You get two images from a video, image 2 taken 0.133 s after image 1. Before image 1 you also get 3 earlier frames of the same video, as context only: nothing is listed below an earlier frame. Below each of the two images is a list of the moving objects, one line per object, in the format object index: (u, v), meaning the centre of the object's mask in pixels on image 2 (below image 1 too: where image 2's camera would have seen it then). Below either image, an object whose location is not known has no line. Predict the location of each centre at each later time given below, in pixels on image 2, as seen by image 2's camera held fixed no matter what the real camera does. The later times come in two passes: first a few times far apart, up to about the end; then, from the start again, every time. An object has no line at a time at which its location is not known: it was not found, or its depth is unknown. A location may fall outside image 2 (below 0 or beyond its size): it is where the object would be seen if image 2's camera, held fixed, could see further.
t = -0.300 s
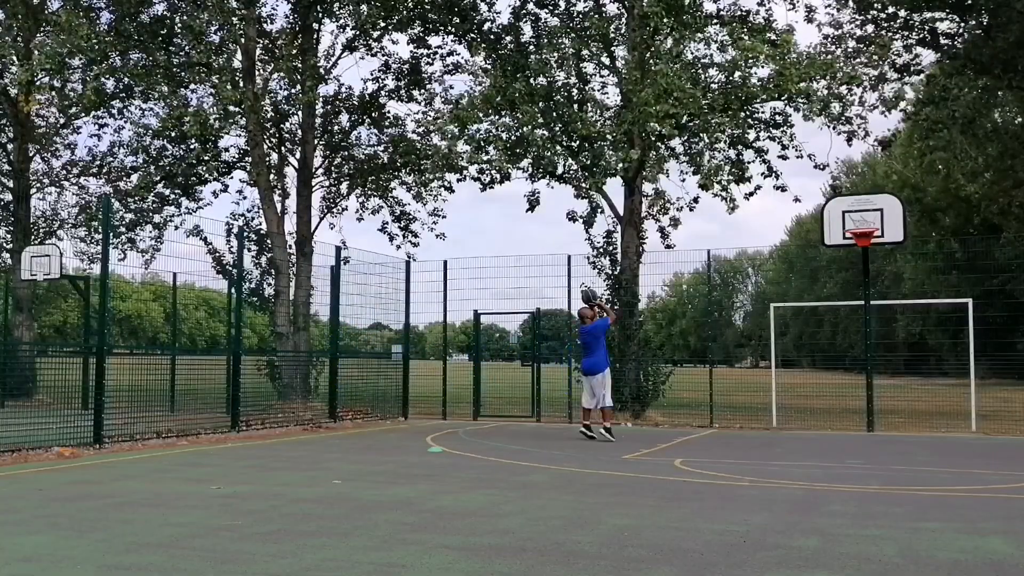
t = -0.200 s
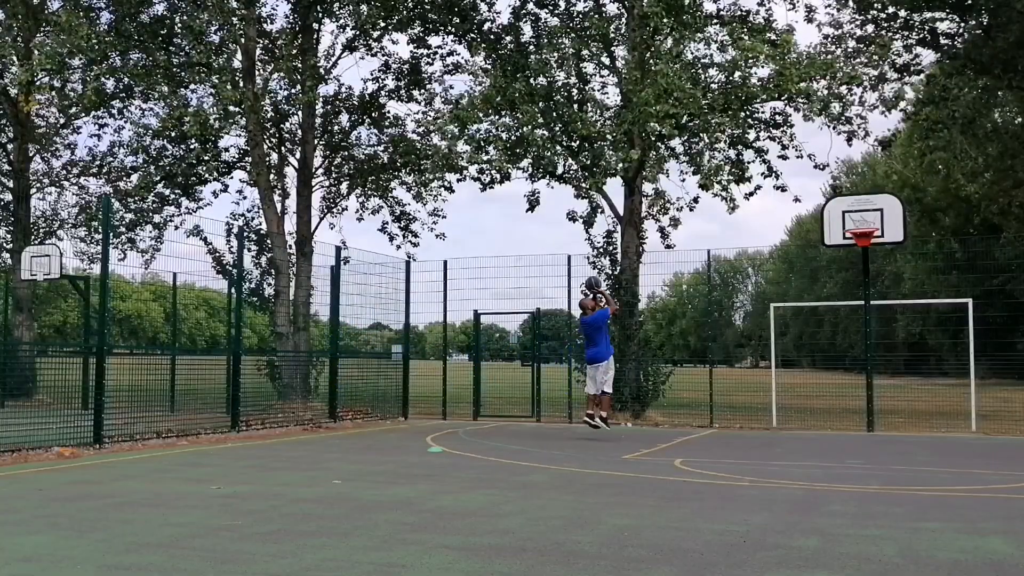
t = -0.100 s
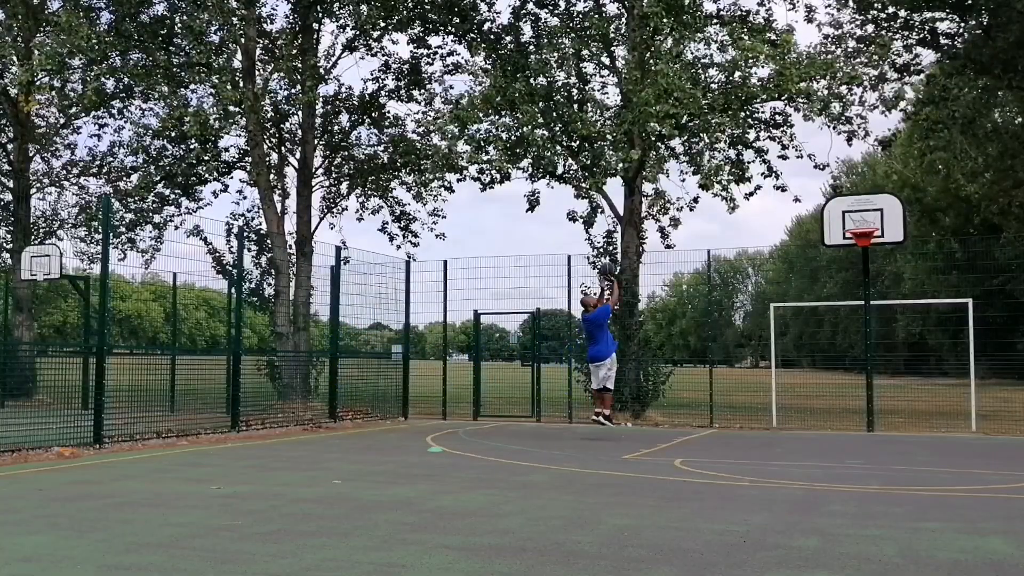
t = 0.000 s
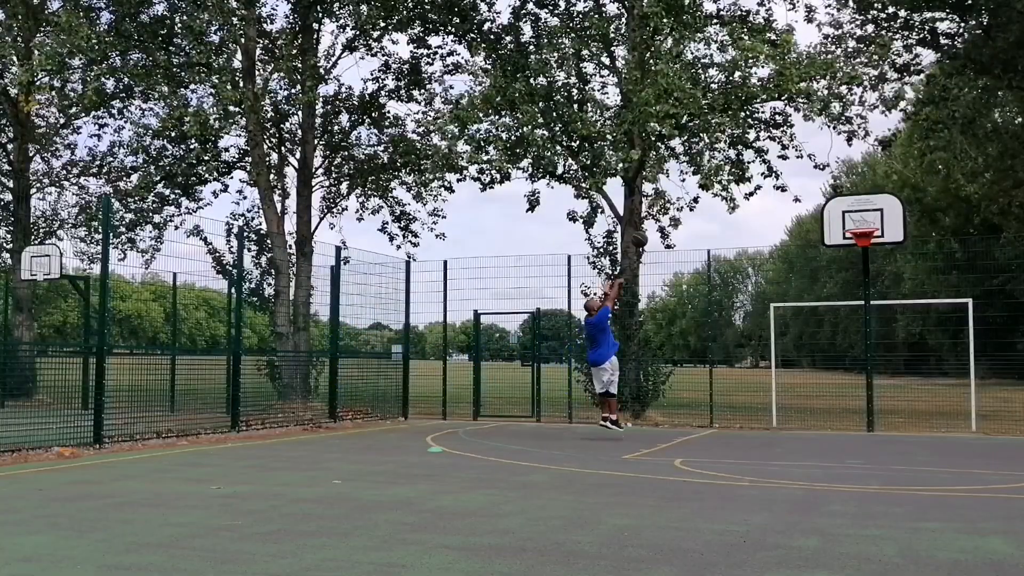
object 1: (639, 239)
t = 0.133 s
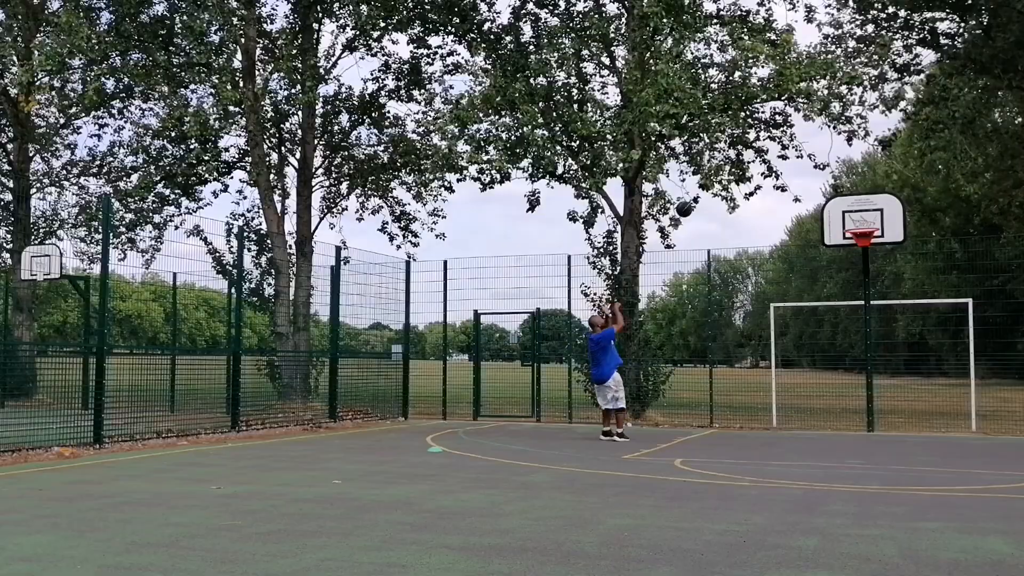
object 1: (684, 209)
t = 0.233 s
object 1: (717, 195)
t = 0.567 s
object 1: (821, 197)
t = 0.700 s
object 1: (857, 215)
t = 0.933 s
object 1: (837, 218)
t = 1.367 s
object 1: (732, 283)
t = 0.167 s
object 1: (695, 204)
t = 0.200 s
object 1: (706, 199)
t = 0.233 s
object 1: (717, 195)
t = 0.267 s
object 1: (727, 192)
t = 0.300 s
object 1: (738, 189)
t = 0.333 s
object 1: (749, 188)
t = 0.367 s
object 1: (759, 187)
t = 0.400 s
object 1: (770, 186)
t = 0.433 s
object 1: (780, 187)
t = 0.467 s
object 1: (790, 188)
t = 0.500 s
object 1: (800, 192)
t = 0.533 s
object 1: (811, 193)
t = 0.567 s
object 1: (821, 197)
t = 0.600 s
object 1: (831, 201)
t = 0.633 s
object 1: (842, 206)
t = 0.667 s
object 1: (851, 212)
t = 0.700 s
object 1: (857, 215)
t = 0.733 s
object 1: (863, 218)
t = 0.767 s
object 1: (869, 221)
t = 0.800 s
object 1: (869, 222)
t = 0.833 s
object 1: (861, 221)
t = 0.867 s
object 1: (852, 219)
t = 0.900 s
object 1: (845, 218)
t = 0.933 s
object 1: (837, 218)
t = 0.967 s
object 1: (829, 218)
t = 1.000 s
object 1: (821, 219)
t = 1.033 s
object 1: (811, 222)
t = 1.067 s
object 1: (804, 225)
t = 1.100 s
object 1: (796, 228)
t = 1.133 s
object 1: (788, 231)
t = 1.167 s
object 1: (781, 236)
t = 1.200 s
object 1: (773, 241)
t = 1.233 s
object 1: (765, 248)
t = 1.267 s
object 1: (757, 255)
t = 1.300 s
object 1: (748, 264)
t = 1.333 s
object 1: (740, 274)
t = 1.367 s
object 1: (732, 283)
